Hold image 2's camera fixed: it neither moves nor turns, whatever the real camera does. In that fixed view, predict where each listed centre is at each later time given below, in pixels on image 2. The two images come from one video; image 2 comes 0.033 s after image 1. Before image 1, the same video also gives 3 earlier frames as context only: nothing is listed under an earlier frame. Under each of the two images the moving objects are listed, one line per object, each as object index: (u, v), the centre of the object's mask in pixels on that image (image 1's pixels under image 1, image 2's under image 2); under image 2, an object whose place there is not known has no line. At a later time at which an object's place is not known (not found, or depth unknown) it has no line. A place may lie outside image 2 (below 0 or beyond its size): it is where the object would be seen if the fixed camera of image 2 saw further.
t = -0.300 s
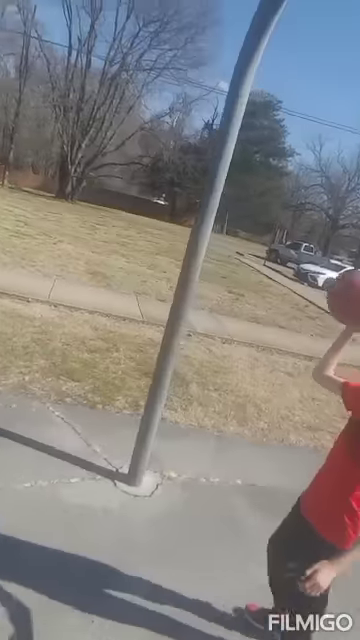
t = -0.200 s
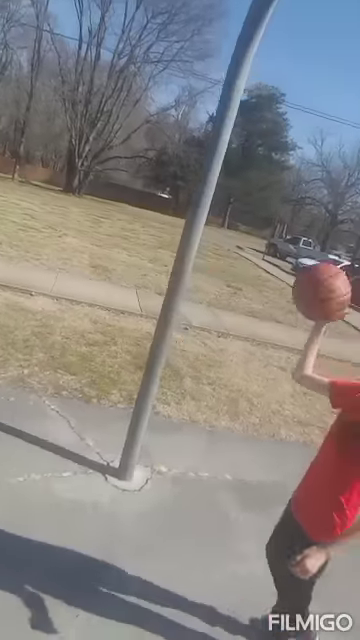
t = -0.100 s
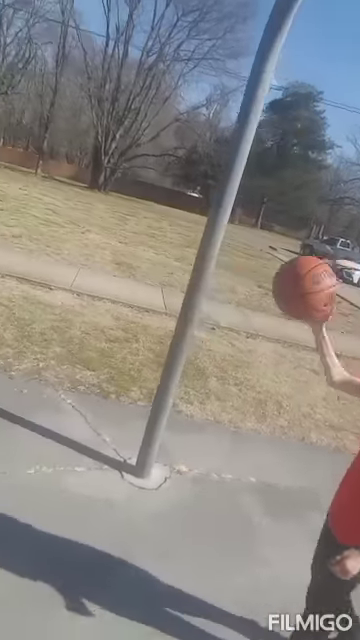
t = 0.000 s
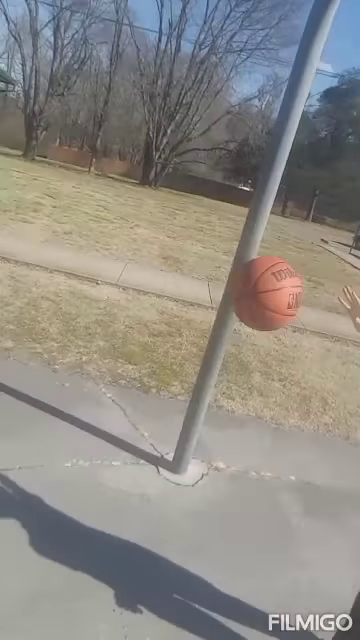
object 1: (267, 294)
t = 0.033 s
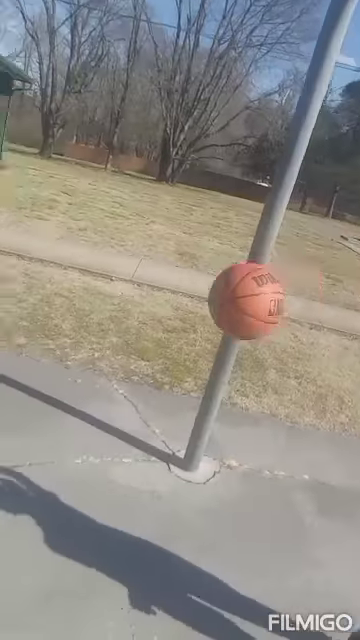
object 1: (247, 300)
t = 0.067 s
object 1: (207, 318)
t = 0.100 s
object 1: (166, 338)
